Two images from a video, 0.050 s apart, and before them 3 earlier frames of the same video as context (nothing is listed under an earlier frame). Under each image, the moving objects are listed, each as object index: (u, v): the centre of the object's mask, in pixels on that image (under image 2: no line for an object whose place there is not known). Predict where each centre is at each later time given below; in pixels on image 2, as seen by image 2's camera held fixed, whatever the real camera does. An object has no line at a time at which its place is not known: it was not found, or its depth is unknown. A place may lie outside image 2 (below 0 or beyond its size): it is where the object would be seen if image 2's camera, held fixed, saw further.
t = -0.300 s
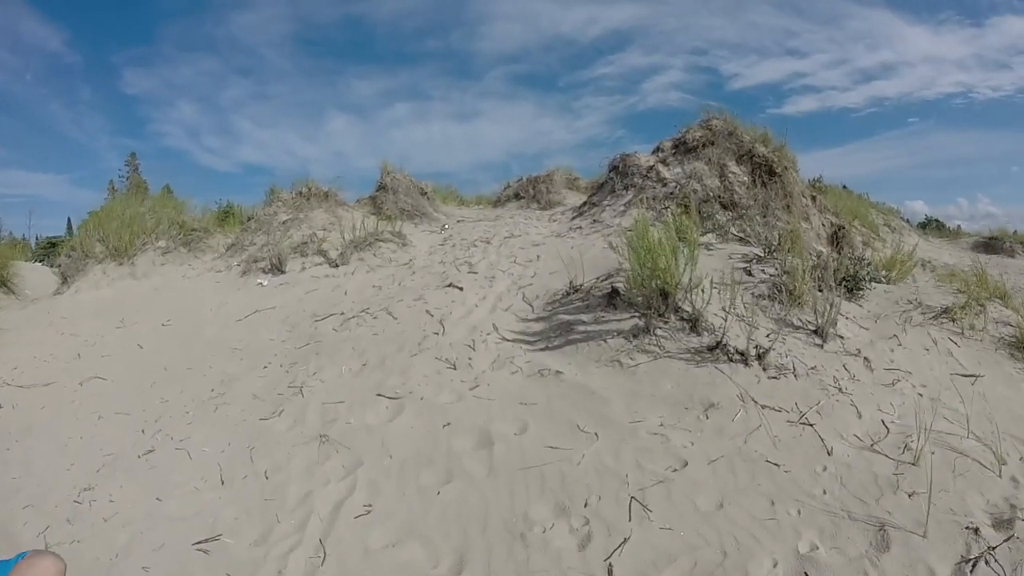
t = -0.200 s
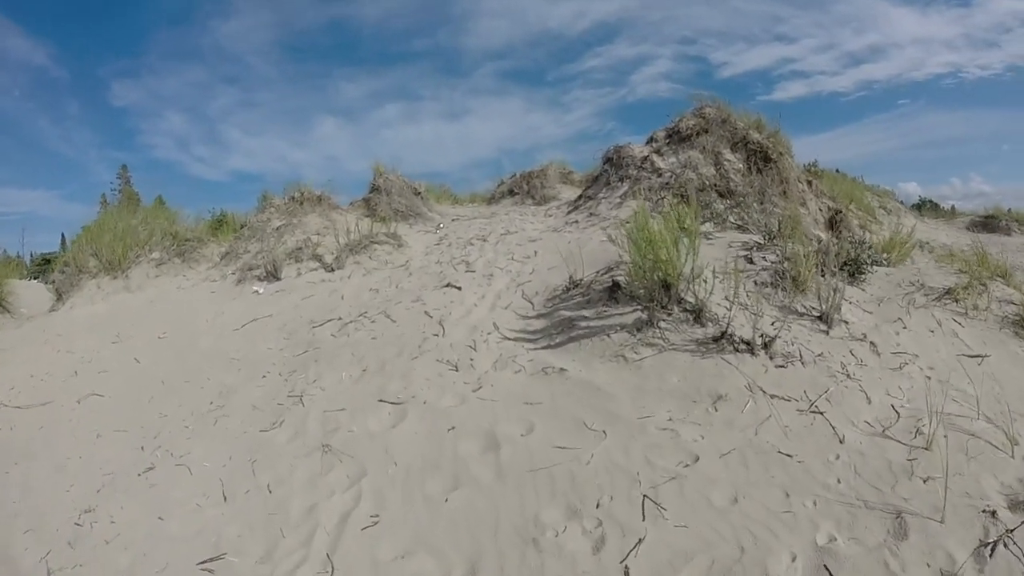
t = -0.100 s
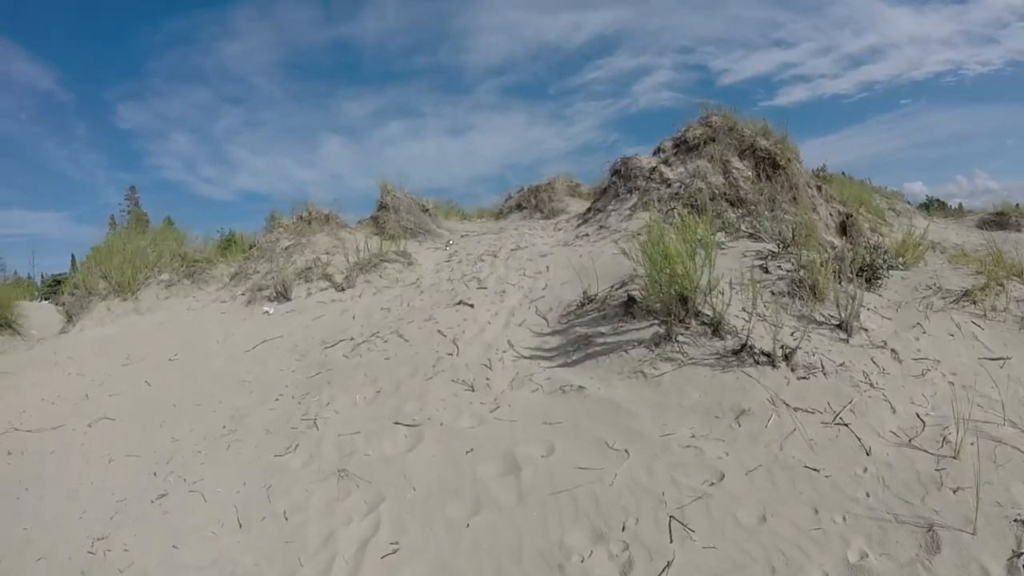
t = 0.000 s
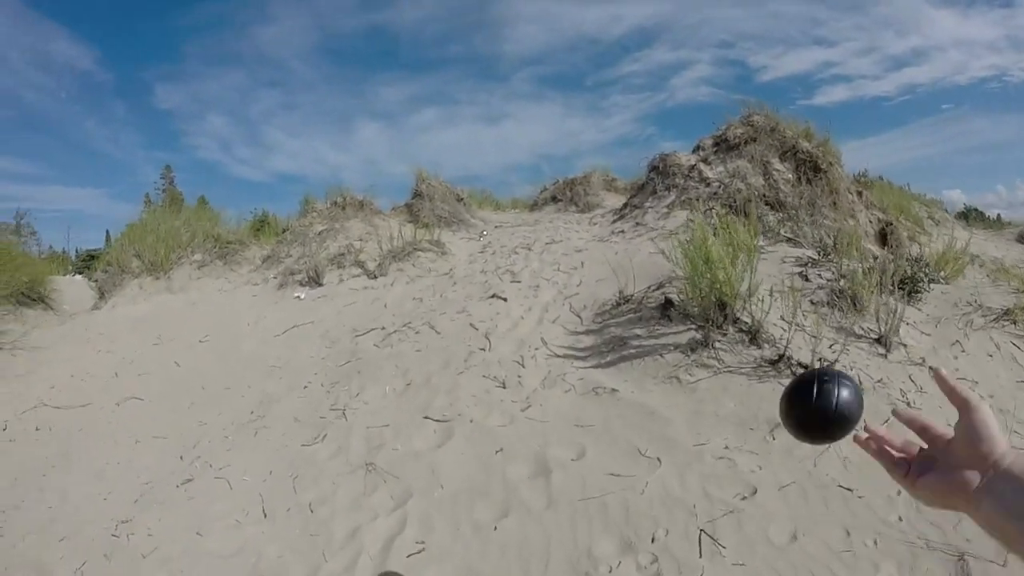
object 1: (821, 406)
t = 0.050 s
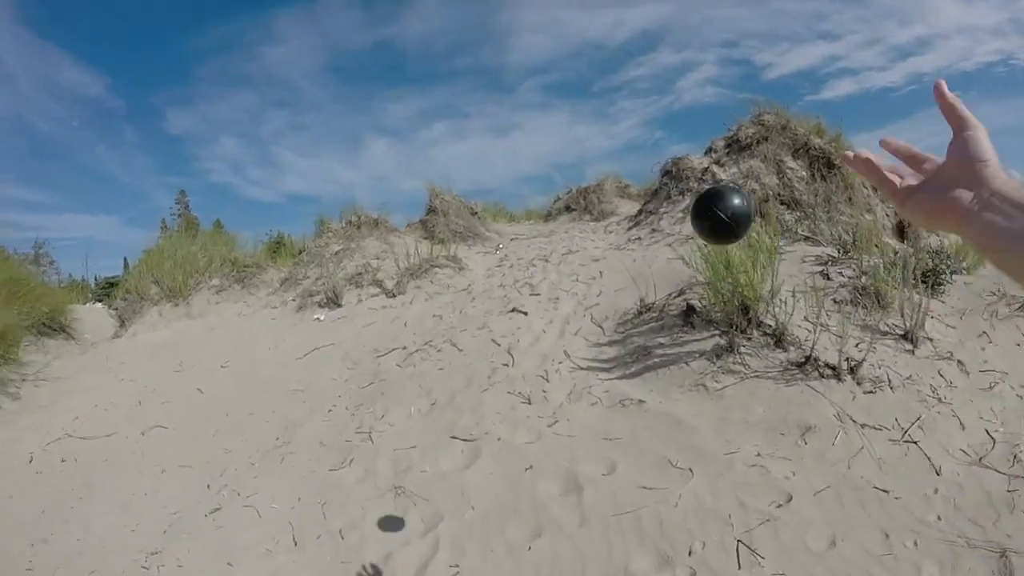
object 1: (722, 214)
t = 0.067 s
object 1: (689, 174)
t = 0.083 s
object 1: (663, 142)
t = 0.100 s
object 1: (639, 118)
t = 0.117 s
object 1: (619, 99)
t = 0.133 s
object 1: (602, 85)
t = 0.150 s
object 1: (589, 73)
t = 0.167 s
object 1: (576, 64)
